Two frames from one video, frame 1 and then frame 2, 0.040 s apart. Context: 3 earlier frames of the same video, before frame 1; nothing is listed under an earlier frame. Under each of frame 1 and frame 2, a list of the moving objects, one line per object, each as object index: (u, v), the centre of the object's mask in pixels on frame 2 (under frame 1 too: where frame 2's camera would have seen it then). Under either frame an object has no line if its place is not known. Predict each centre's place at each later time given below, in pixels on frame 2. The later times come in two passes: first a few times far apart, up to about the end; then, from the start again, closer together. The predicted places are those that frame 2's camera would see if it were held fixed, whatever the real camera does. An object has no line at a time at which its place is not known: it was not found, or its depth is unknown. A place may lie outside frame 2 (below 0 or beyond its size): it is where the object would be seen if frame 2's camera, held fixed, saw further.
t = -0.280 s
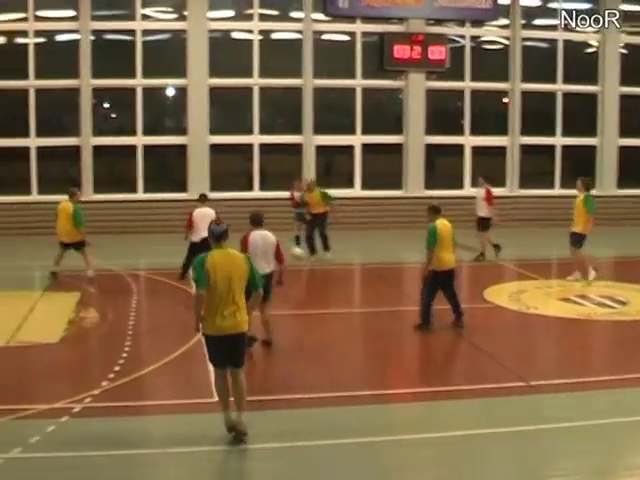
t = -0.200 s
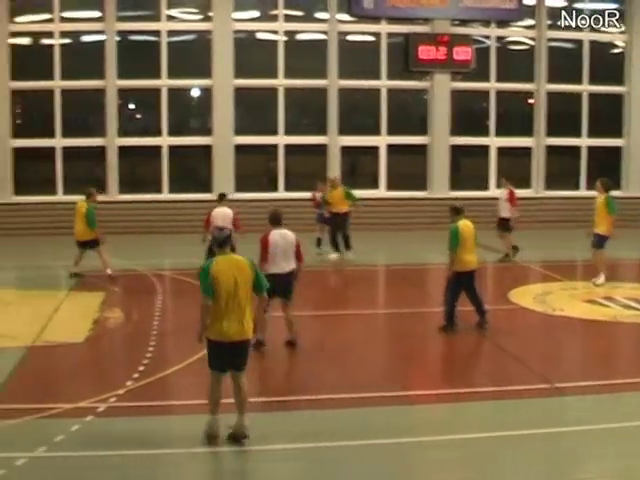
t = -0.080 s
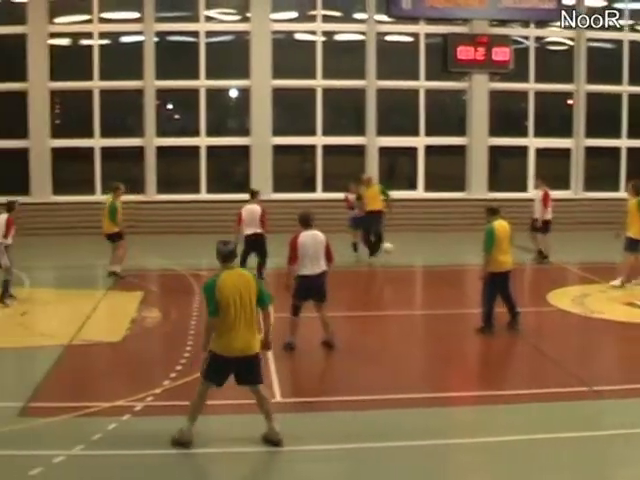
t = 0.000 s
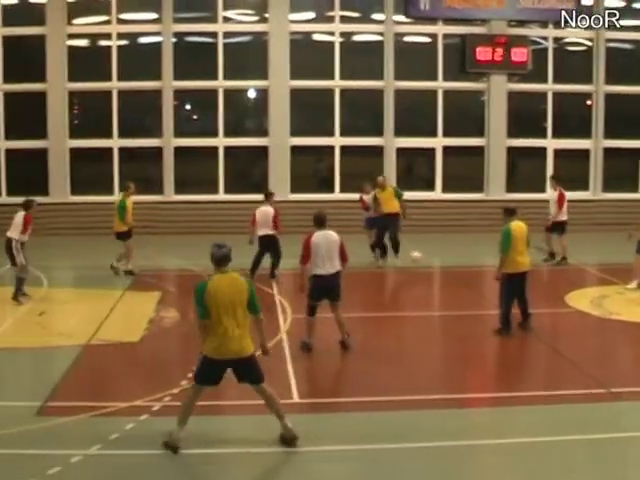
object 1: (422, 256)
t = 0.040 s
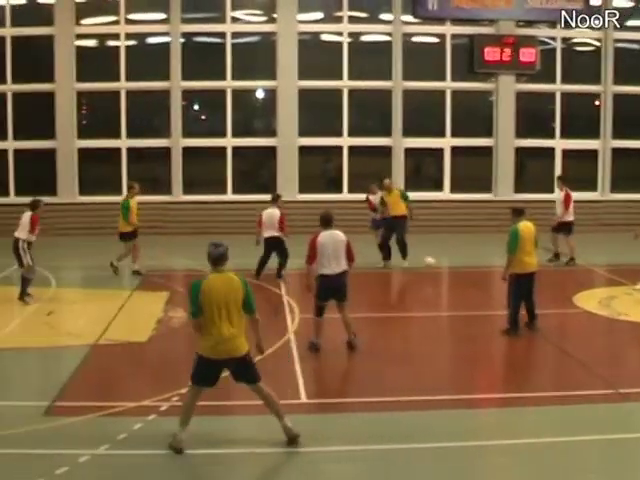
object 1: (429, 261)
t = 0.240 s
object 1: (457, 261)
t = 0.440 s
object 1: (480, 267)
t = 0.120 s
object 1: (441, 267)
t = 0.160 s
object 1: (446, 265)
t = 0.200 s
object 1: (451, 262)
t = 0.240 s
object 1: (457, 261)
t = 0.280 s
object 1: (462, 260)
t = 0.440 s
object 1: (480, 267)
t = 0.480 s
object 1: (485, 271)
